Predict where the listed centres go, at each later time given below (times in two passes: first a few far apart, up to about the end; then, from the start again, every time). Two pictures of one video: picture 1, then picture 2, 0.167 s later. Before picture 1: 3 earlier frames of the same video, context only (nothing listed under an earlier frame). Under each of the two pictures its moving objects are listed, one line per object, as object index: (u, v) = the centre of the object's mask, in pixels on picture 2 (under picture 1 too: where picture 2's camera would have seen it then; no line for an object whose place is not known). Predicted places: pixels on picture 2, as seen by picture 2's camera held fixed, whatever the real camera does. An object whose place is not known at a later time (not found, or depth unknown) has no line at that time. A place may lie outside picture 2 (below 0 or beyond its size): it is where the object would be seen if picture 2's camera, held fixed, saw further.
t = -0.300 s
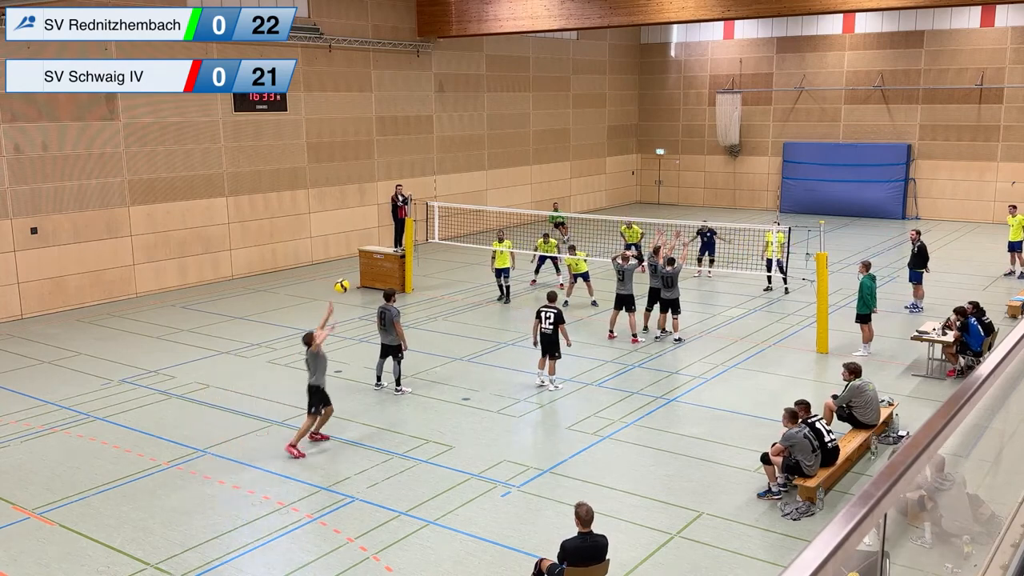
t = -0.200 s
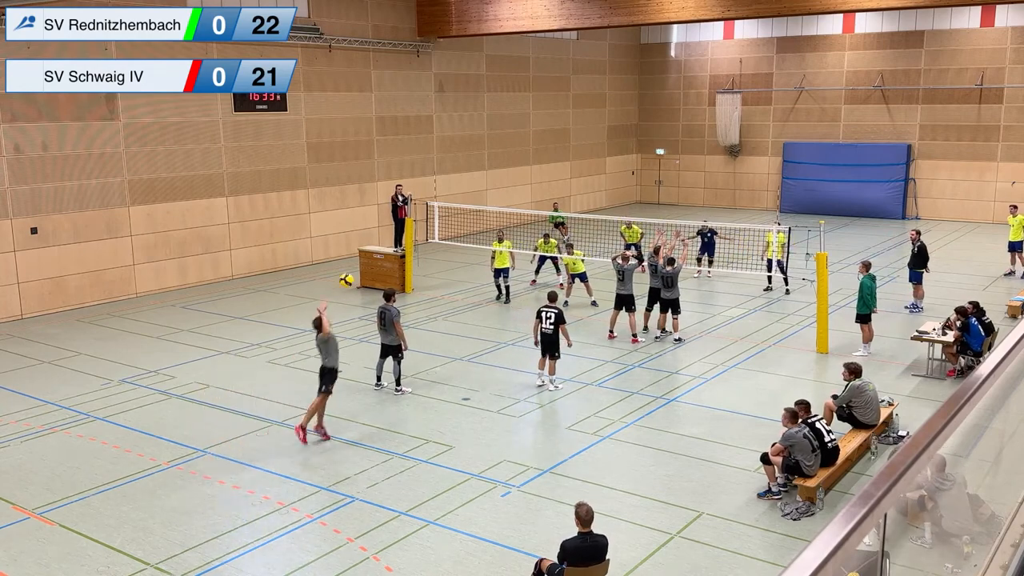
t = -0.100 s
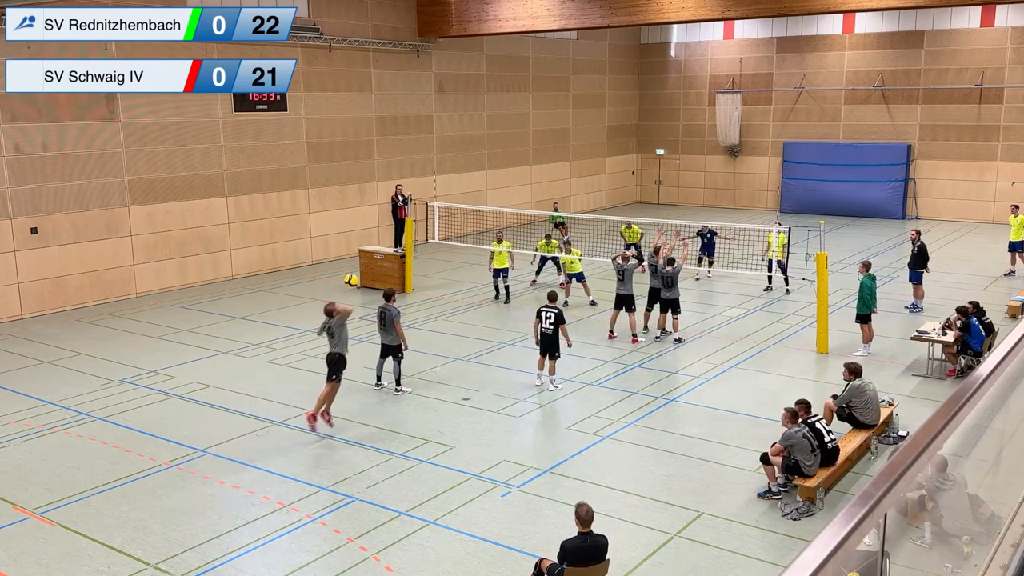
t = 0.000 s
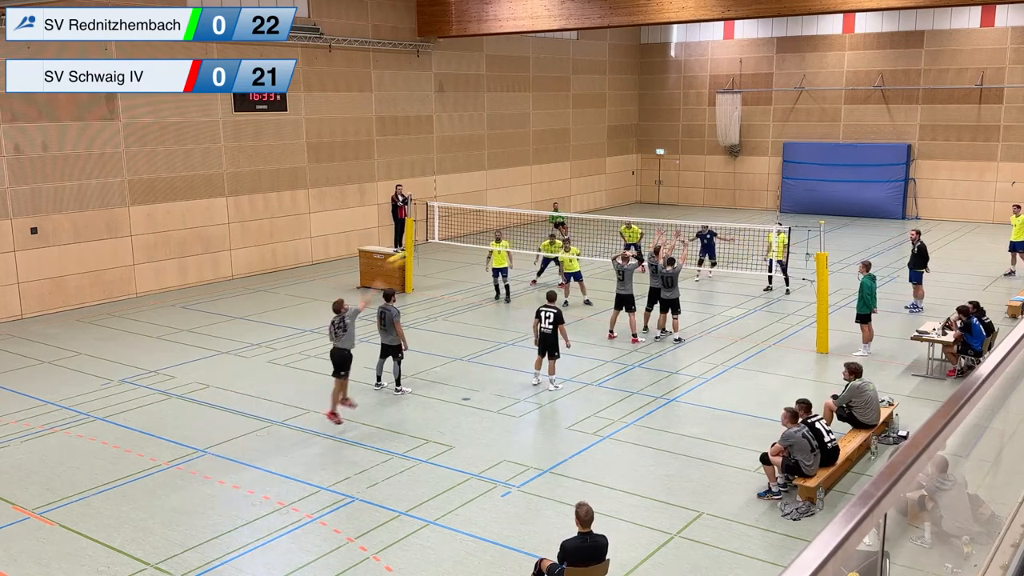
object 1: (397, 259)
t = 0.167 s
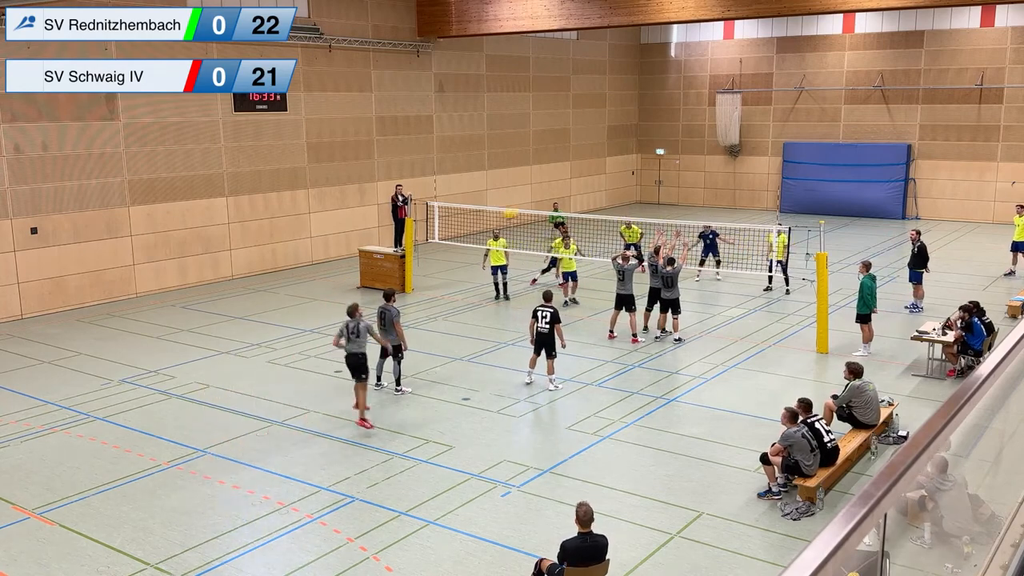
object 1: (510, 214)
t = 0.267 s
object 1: (564, 197)
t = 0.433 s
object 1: (640, 186)
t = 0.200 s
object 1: (529, 206)
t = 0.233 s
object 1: (546, 201)
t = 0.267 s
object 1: (564, 197)
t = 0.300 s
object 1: (581, 194)
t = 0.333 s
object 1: (597, 192)
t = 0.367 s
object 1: (613, 189)
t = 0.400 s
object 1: (627, 187)
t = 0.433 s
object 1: (640, 186)
